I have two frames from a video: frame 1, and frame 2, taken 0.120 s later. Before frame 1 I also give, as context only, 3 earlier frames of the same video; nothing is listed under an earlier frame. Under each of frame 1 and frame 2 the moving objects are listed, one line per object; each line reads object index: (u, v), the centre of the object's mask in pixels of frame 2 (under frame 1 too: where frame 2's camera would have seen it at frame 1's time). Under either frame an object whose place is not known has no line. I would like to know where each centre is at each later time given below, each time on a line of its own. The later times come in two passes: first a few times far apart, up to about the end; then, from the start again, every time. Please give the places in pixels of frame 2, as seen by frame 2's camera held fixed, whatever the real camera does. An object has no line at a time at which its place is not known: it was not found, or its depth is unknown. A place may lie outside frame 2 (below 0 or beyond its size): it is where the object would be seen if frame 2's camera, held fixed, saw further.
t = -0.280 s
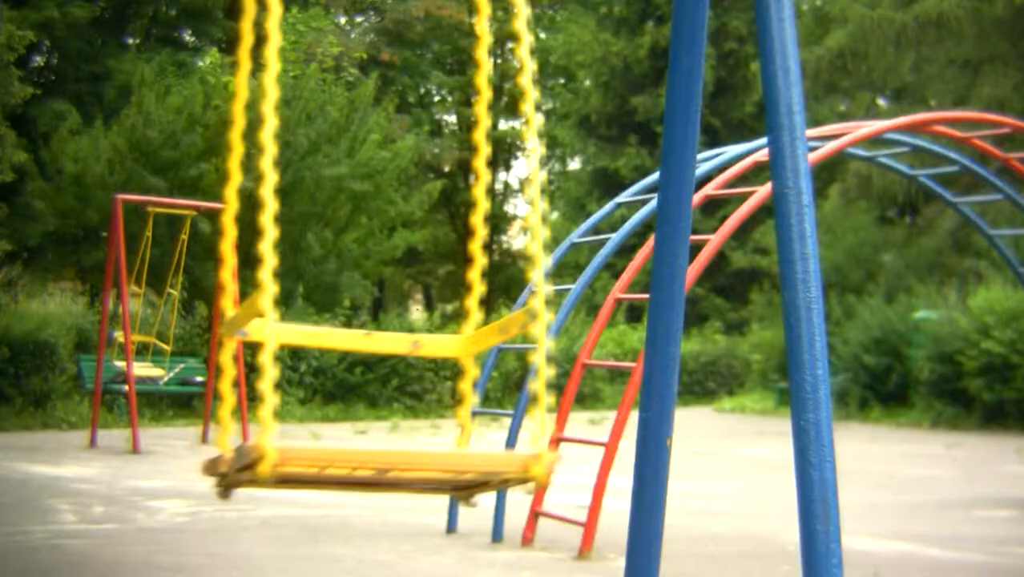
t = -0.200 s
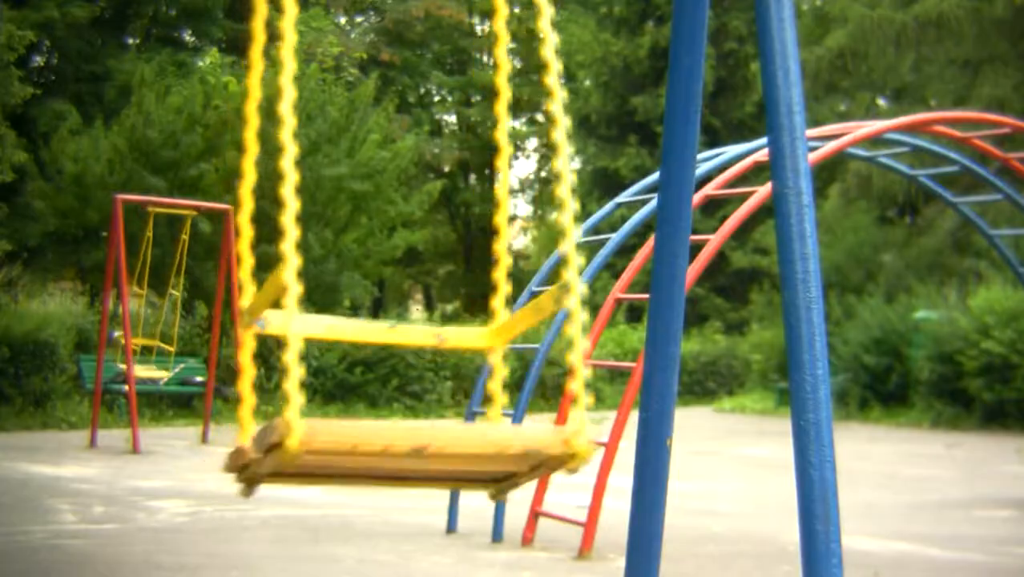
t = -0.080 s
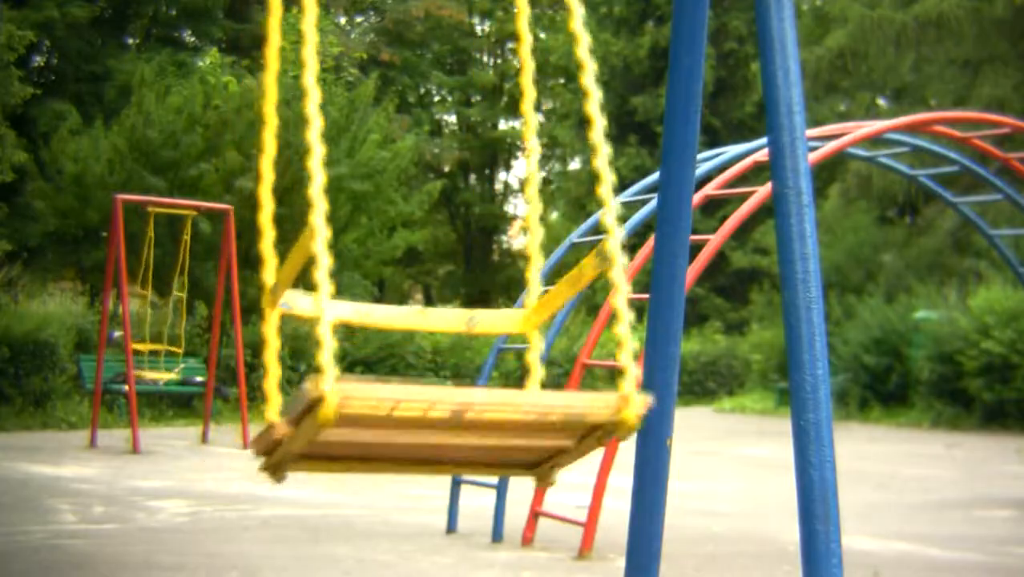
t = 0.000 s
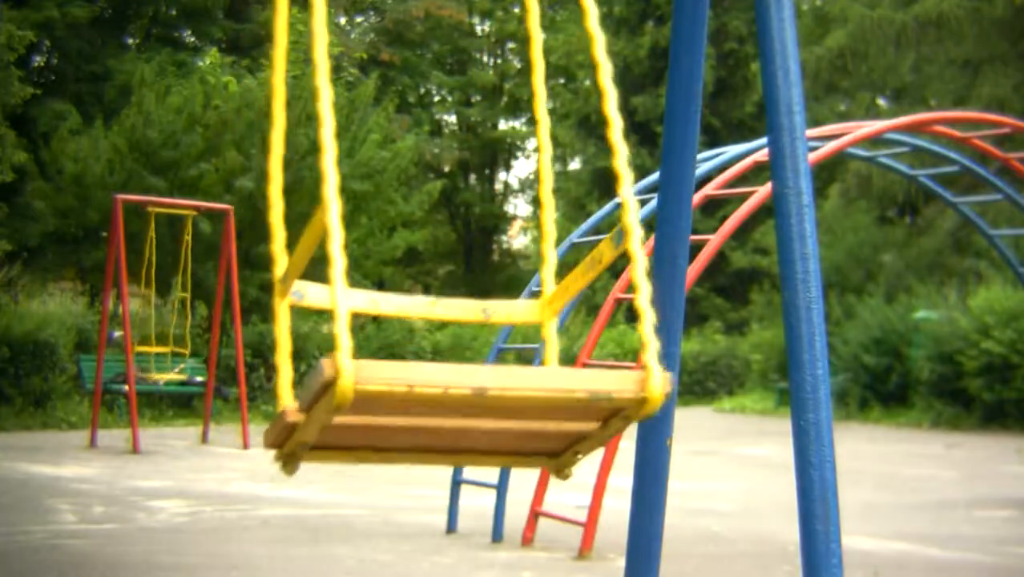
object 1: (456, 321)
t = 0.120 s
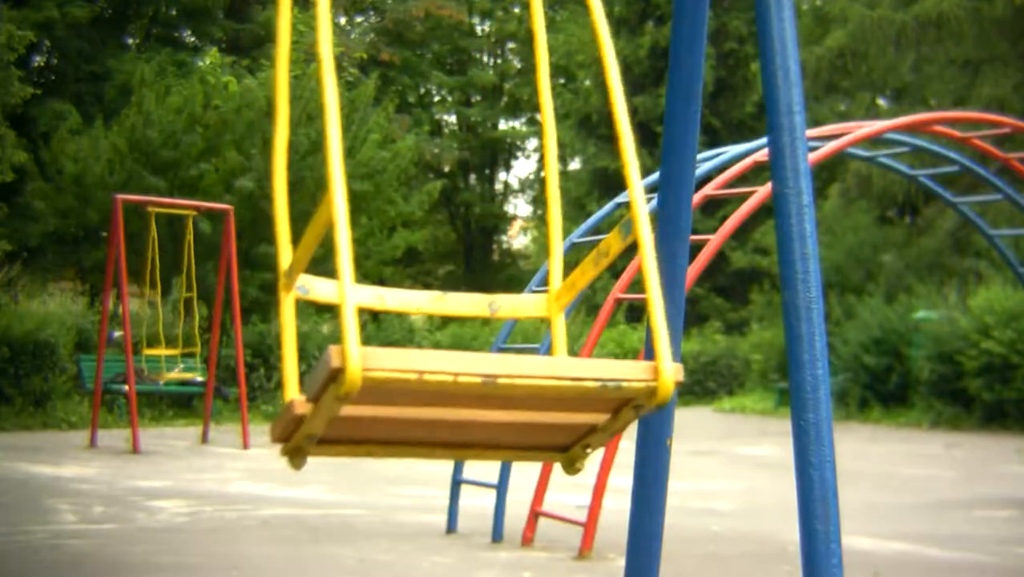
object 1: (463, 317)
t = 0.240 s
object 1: (453, 323)
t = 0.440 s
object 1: (403, 339)
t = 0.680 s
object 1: (321, 330)
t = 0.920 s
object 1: (264, 308)
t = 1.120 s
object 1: (240, 285)
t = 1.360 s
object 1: (240, 283)
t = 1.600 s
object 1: (269, 311)
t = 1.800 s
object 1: (319, 329)
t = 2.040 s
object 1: (398, 337)
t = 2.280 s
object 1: (456, 321)
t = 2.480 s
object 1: (454, 322)
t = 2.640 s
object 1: (420, 336)
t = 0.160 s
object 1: (462, 318)
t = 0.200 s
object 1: (459, 320)
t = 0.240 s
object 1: (453, 323)
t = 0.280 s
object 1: (446, 326)
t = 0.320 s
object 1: (437, 329)
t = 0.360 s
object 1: (426, 333)
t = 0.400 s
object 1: (414, 336)
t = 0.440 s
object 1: (403, 339)
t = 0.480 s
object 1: (389, 340)
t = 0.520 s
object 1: (376, 340)
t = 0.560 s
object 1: (363, 339)
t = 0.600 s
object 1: (350, 337)
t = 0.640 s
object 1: (333, 331)
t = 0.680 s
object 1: (321, 330)
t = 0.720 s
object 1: (310, 328)
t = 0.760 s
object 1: (298, 326)
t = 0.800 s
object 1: (289, 324)
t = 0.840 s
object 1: (279, 319)
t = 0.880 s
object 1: (271, 314)
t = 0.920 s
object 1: (264, 308)
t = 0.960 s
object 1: (258, 302)
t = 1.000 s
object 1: (252, 298)
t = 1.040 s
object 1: (247, 293)
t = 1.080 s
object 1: (243, 288)
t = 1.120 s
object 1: (240, 285)
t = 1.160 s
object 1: (238, 282)
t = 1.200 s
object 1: (236, 281)
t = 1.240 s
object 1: (236, 280)
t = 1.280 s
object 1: (236, 280)
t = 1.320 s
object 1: (237, 282)
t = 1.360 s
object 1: (240, 283)
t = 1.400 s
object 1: (242, 287)
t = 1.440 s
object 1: (245, 291)
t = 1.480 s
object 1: (250, 295)
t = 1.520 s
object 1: (256, 301)
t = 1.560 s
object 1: (261, 307)
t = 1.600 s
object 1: (269, 311)
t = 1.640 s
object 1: (278, 316)
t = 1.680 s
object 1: (287, 321)
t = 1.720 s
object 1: (297, 324)
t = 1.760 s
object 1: (308, 326)
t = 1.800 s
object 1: (319, 329)
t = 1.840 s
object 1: (330, 329)
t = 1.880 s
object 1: (347, 337)
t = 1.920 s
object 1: (359, 338)
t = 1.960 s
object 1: (367, 348)
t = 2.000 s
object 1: (386, 339)
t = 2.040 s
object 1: (398, 337)
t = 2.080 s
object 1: (410, 335)
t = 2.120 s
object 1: (422, 332)
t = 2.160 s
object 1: (433, 328)
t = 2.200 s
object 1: (443, 326)
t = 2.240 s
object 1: (451, 324)
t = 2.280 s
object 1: (456, 321)
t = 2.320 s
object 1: (460, 319)
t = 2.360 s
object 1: (461, 318)
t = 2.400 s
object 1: (461, 319)
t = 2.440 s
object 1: (459, 321)
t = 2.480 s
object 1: (454, 322)
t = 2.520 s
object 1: (448, 325)
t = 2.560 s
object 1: (440, 328)
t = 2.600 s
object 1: (431, 332)
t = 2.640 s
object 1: (420, 336)
